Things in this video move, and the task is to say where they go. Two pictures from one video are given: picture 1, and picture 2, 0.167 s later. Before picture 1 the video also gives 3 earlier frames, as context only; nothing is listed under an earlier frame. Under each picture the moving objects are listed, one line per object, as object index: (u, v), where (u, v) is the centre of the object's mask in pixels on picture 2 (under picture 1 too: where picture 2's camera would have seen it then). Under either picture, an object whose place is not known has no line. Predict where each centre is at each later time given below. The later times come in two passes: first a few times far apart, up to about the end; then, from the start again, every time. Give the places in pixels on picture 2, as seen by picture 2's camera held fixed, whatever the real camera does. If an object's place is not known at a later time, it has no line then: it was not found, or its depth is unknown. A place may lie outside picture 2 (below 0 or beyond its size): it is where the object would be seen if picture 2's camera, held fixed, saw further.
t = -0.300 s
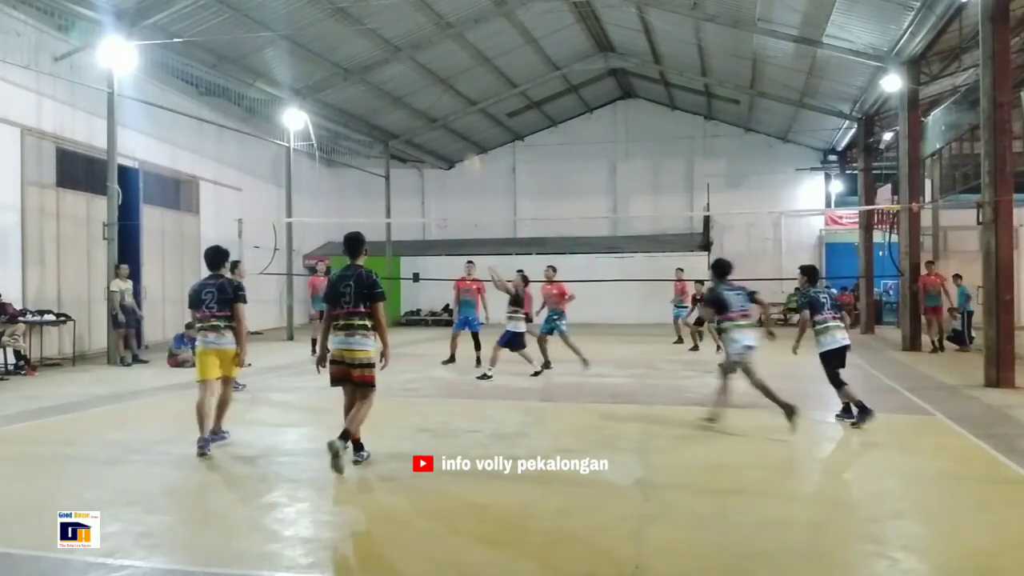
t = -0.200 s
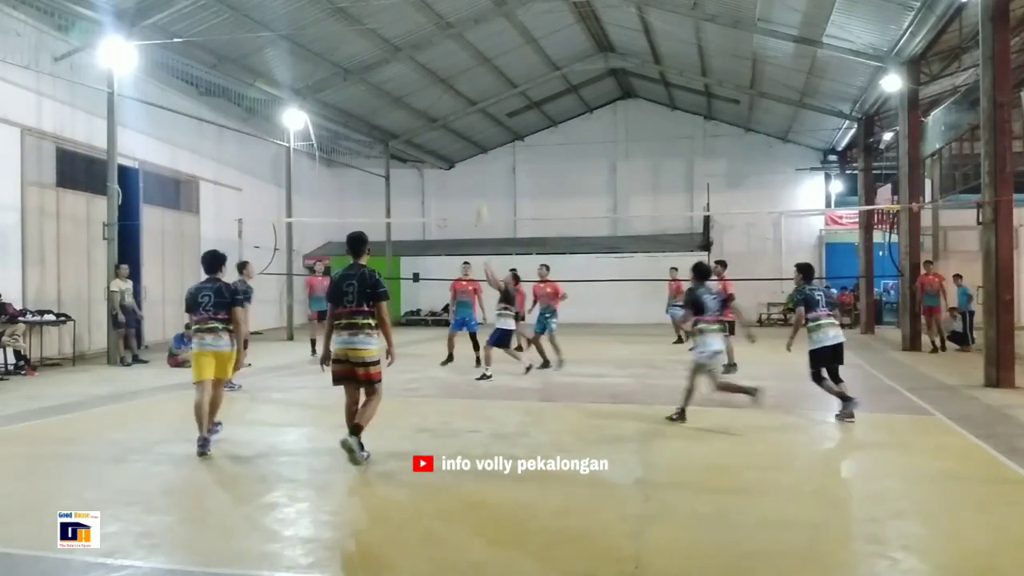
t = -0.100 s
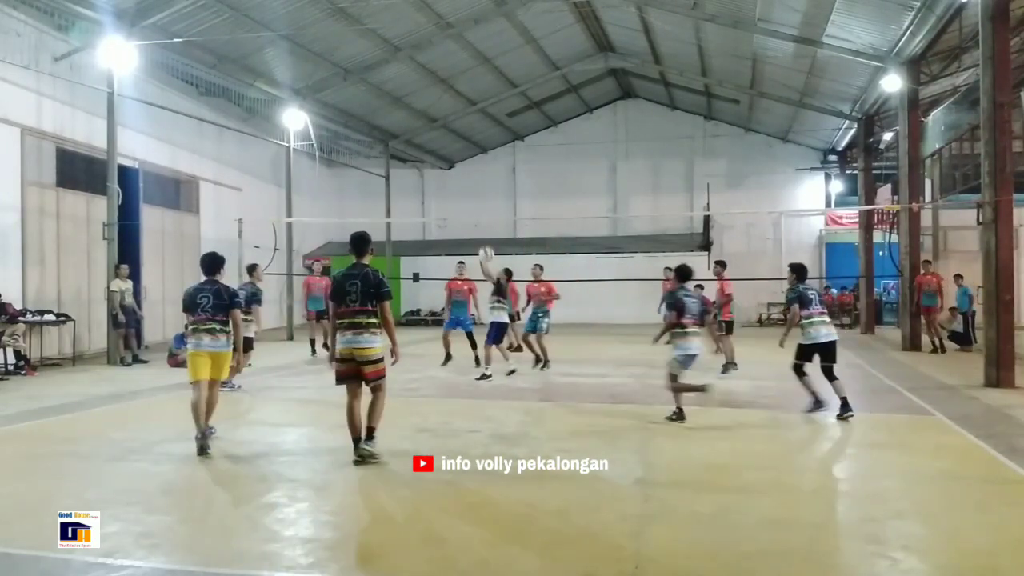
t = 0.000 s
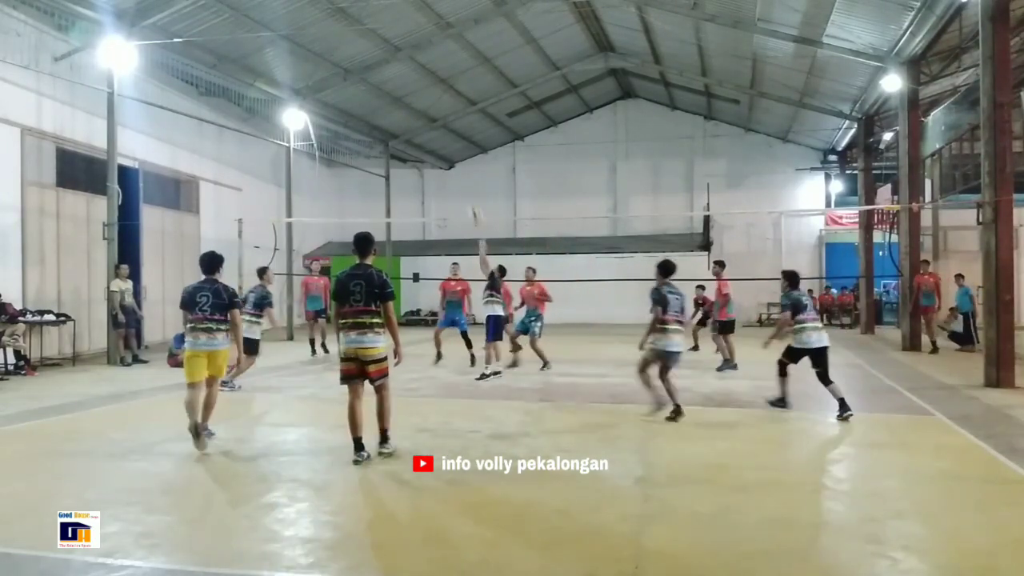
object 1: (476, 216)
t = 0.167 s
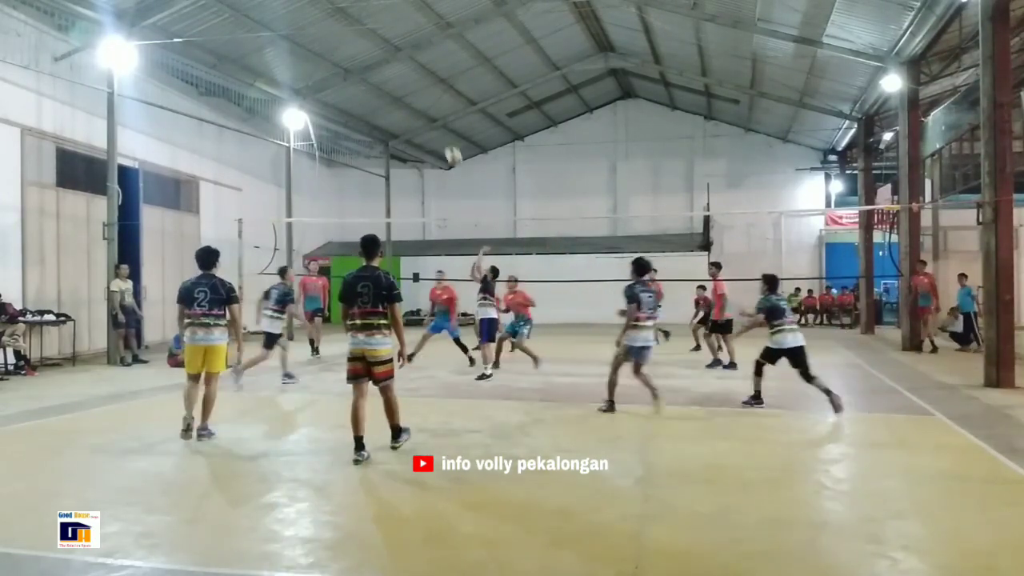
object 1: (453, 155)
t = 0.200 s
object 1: (449, 146)
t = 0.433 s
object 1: (420, 104)
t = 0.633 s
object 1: (396, 96)
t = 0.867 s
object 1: (369, 120)
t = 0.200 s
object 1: (449, 146)
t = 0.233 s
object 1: (445, 137)
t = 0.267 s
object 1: (441, 130)
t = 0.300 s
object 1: (436, 123)
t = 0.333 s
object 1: (432, 117)
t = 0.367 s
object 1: (428, 112)
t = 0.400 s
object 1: (424, 107)
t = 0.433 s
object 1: (420, 104)
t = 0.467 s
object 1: (416, 100)
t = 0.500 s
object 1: (412, 98)
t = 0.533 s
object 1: (408, 96)
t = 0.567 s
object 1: (403, 95)
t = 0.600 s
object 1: (399, 95)
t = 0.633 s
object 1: (396, 96)
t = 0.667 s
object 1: (392, 97)
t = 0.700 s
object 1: (388, 99)
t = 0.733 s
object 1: (384, 102)
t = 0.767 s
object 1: (380, 105)
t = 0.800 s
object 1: (376, 109)
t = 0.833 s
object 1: (373, 114)
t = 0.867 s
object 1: (369, 120)
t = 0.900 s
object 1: (365, 126)
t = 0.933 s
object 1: (361, 133)
